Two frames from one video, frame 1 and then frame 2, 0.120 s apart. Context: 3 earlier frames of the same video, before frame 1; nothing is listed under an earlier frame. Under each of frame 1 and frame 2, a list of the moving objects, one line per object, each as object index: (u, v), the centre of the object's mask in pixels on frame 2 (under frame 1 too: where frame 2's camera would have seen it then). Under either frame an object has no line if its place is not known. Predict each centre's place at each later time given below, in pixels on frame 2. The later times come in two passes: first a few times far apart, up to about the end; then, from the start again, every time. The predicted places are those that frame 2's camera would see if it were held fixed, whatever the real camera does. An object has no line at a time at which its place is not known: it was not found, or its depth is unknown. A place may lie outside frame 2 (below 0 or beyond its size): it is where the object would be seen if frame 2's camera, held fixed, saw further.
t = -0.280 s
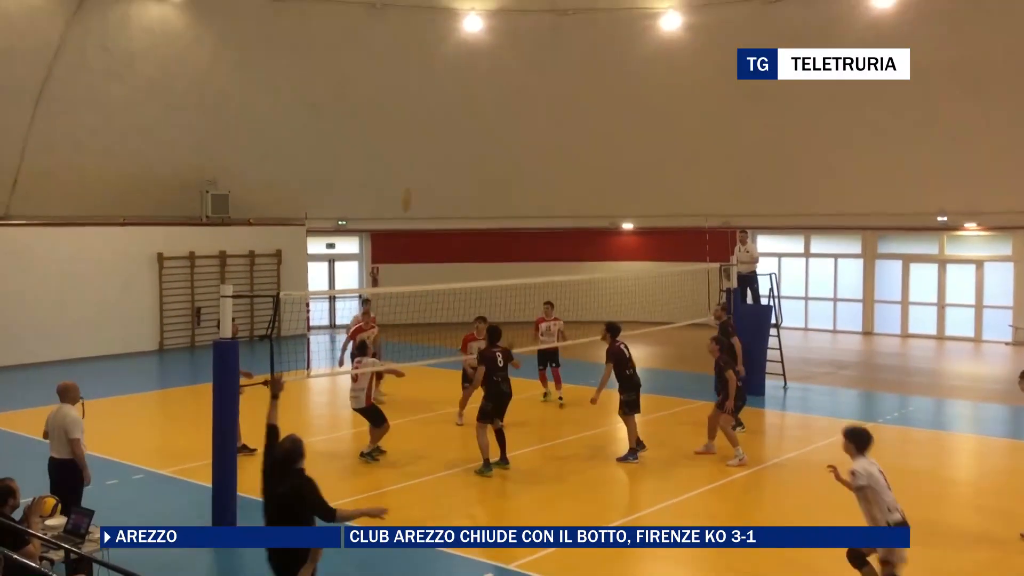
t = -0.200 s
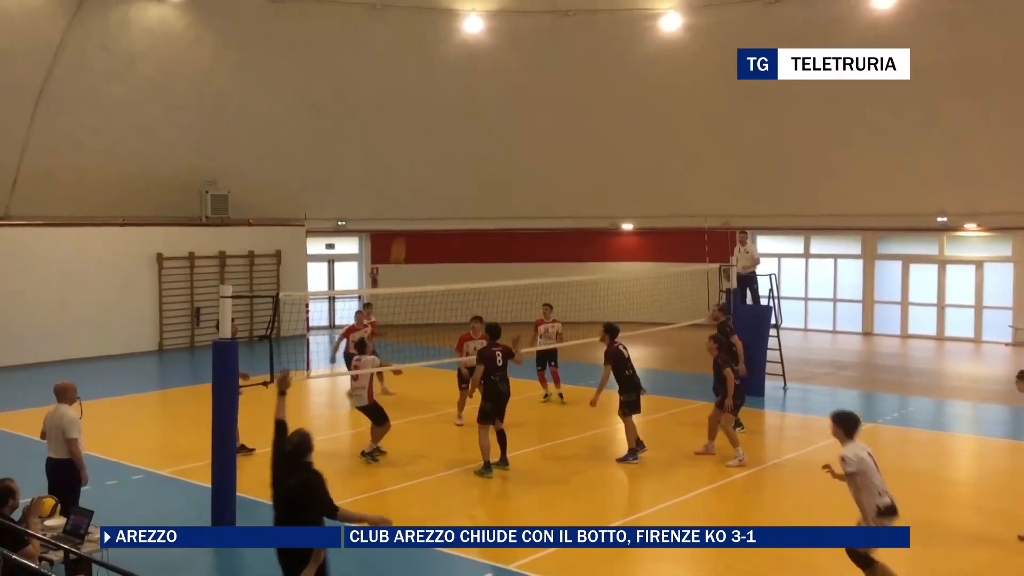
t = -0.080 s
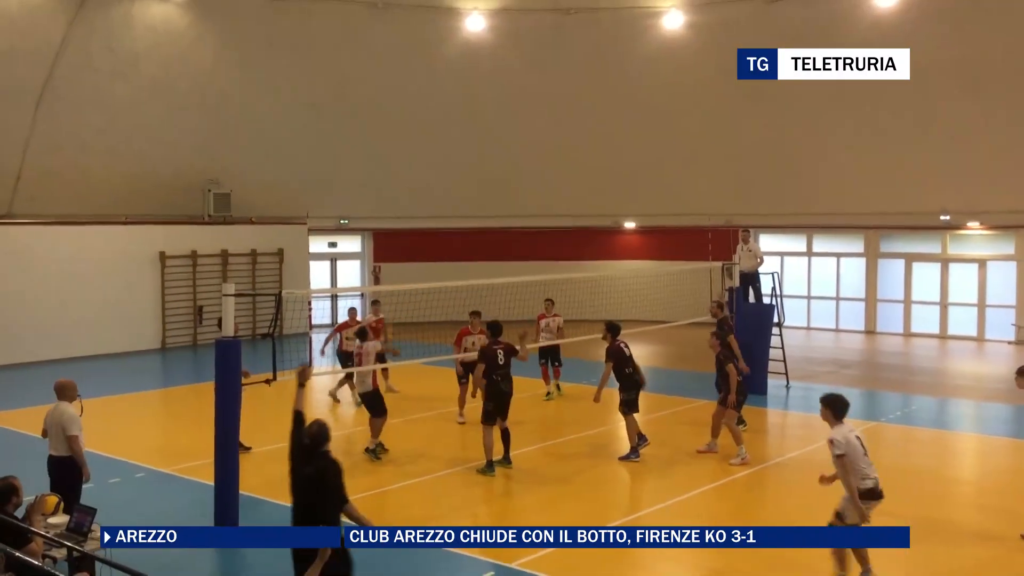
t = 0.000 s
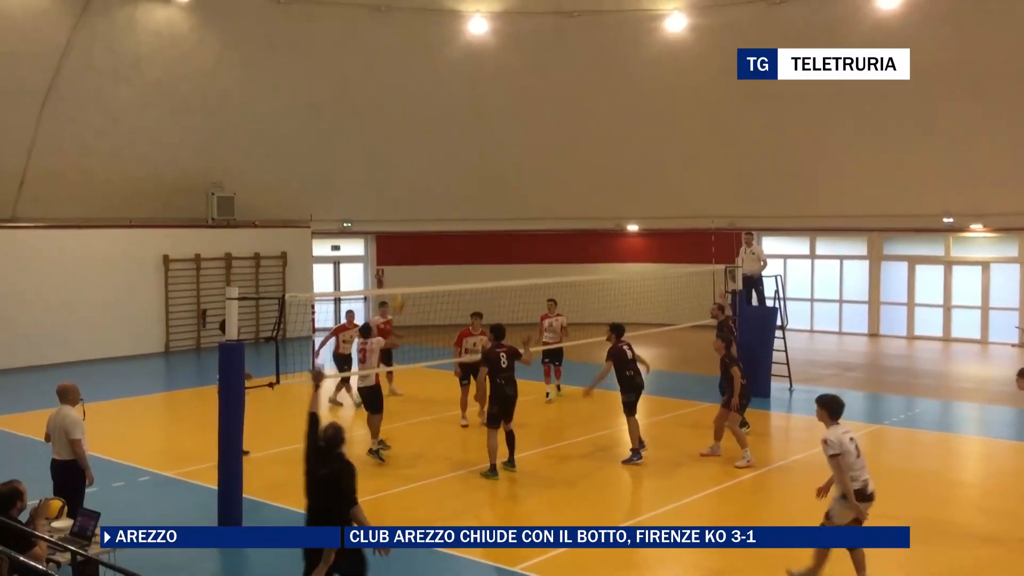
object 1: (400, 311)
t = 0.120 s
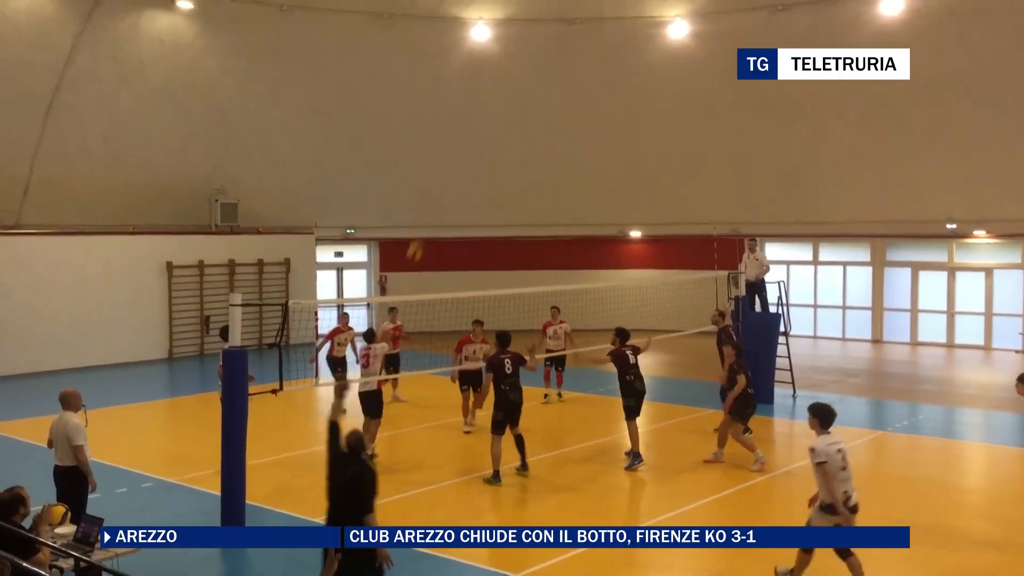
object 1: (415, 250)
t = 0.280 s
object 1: (433, 190)
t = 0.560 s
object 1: (462, 126)
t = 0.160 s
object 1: (421, 233)
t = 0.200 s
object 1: (424, 218)
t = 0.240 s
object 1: (429, 203)
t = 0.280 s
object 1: (433, 190)
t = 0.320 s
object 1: (437, 177)
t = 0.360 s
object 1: (441, 165)
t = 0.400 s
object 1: (446, 155)
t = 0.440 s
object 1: (450, 146)
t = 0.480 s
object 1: (453, 138)
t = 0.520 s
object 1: (457, 131)
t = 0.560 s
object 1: (462, 126)
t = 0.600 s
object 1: (466, 122)
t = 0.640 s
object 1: (469, 118)
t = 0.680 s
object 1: (472, 116)
